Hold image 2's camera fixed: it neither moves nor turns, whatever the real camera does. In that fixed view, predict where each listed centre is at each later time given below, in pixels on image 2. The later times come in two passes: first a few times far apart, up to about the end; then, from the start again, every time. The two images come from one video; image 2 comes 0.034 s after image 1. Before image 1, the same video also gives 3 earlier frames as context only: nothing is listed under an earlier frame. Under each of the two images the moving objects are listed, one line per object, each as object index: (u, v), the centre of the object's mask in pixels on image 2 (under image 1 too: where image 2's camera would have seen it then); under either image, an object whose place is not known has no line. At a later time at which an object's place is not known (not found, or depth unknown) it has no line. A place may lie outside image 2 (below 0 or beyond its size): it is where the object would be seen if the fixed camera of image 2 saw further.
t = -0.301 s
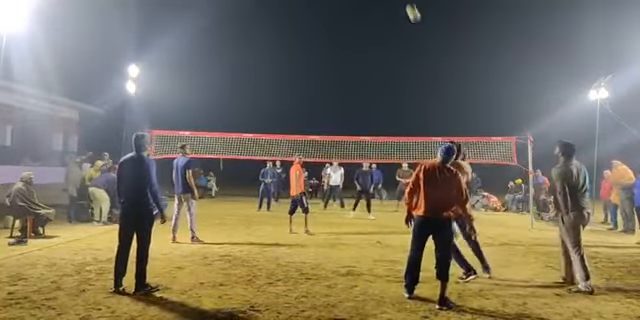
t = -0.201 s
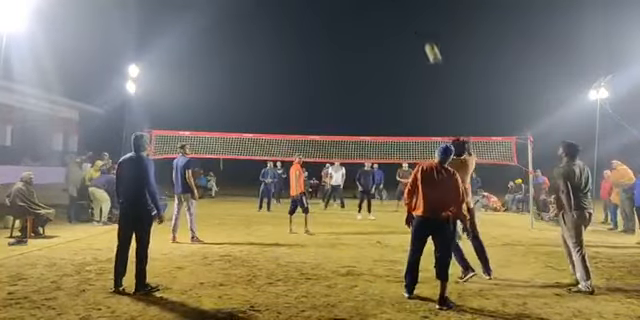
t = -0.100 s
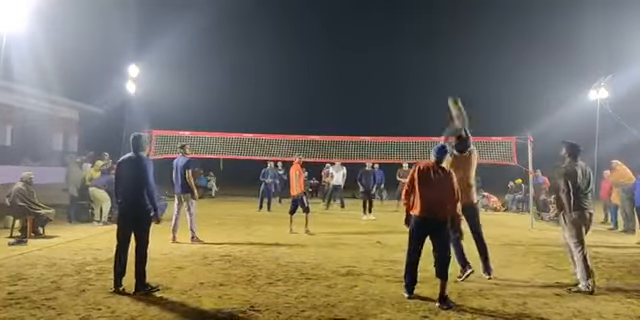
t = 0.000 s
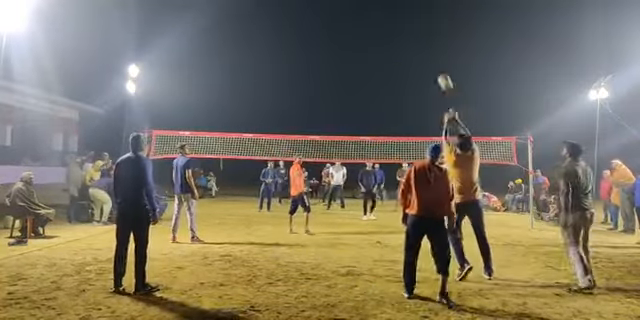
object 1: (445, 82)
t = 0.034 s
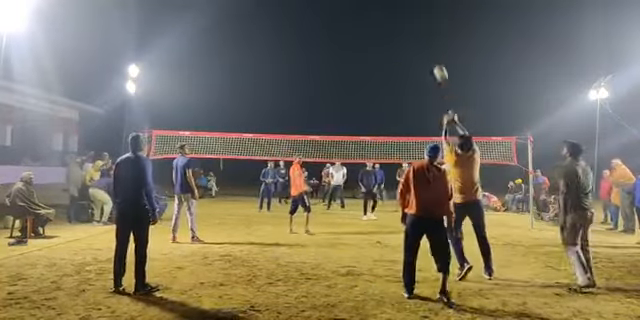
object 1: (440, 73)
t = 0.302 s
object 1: (413, 38)
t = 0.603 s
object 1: (395, 49)
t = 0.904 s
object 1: (383, 86)
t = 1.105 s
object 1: (377, 118)
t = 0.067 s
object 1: (436, 65)
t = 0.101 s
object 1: (432, 58)
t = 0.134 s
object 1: (428, 52)
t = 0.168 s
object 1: (425, 48)
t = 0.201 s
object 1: (422, 44)
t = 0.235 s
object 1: (419, 42)
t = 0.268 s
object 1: (416, 40)
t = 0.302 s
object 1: (413, 38)
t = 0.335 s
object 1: (411, 37)
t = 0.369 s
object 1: (408, 37)
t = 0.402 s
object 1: (406, 38)
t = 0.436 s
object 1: (404, 39)
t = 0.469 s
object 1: (402, 40)
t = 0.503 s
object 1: (400, 41)
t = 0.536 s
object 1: (398, 43)
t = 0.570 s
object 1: (396, 46)
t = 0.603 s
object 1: (395, 49)
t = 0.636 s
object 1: (393, 52)
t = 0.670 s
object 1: (392, 55)
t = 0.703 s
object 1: (390, 59)
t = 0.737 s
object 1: (389, 63)
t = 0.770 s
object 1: (388, 67)
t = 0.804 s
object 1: (387, 71)
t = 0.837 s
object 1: (385, 76)
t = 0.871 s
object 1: (384, 80)
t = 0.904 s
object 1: (383, 86)
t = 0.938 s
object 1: (381, 91)
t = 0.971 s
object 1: (380, 96)
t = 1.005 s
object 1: (379, 102)
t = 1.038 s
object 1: (379, 107)
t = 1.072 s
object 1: (377, 113)
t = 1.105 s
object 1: (377, 118)
